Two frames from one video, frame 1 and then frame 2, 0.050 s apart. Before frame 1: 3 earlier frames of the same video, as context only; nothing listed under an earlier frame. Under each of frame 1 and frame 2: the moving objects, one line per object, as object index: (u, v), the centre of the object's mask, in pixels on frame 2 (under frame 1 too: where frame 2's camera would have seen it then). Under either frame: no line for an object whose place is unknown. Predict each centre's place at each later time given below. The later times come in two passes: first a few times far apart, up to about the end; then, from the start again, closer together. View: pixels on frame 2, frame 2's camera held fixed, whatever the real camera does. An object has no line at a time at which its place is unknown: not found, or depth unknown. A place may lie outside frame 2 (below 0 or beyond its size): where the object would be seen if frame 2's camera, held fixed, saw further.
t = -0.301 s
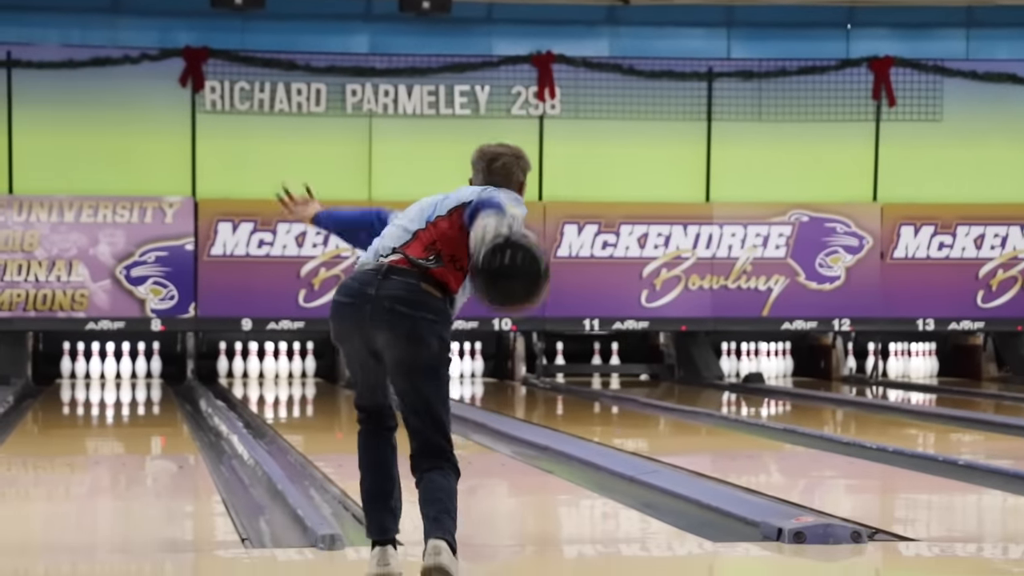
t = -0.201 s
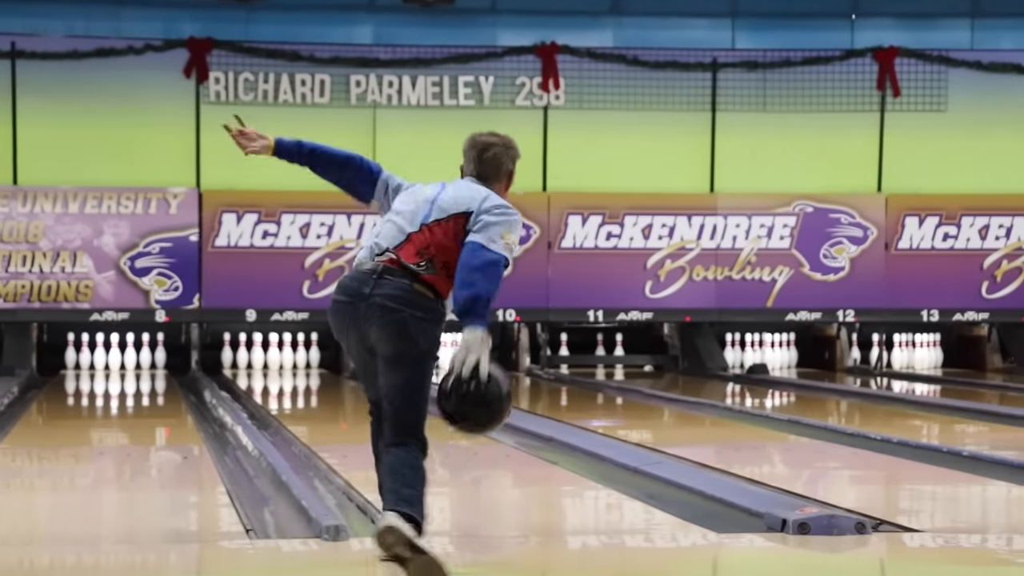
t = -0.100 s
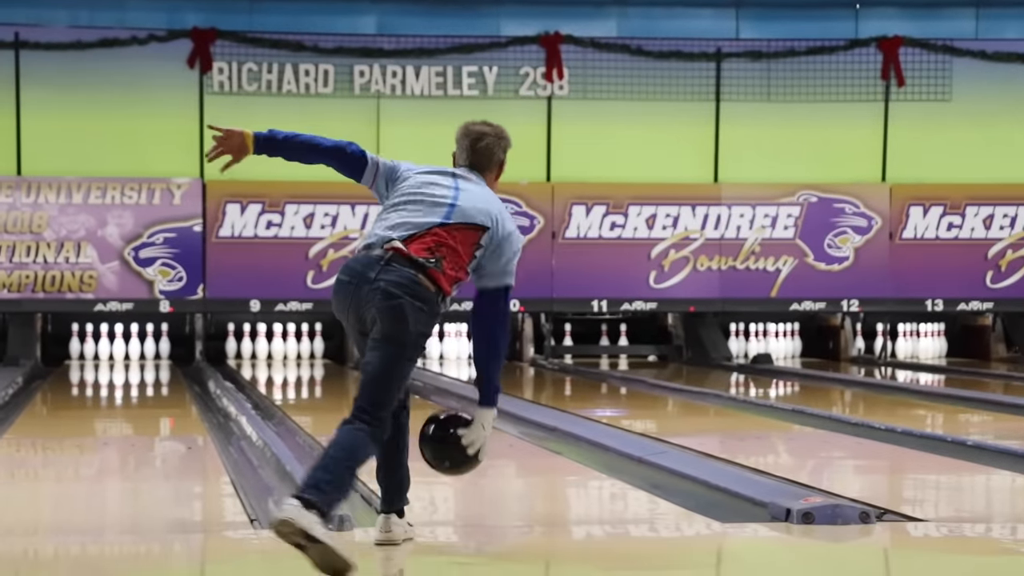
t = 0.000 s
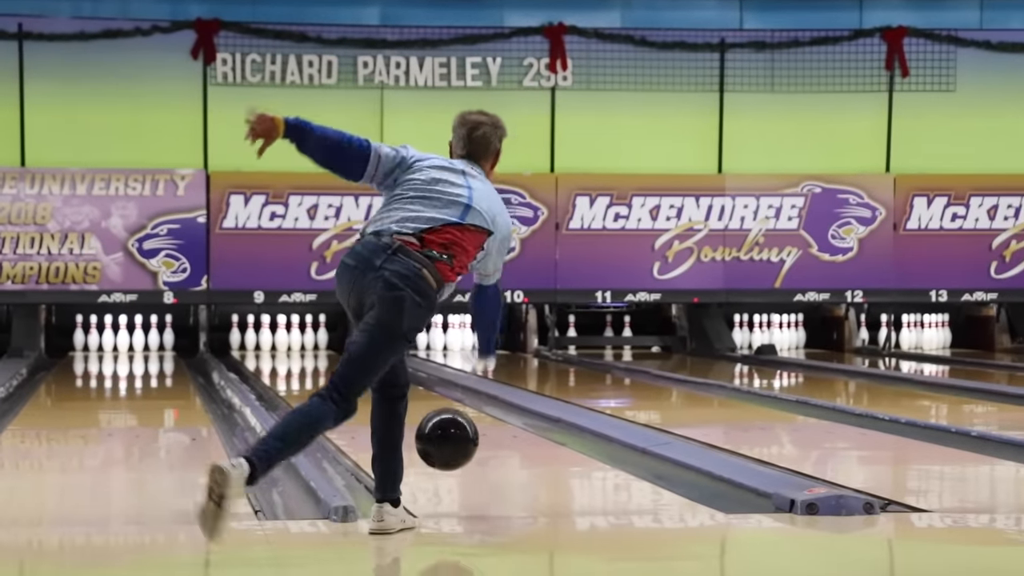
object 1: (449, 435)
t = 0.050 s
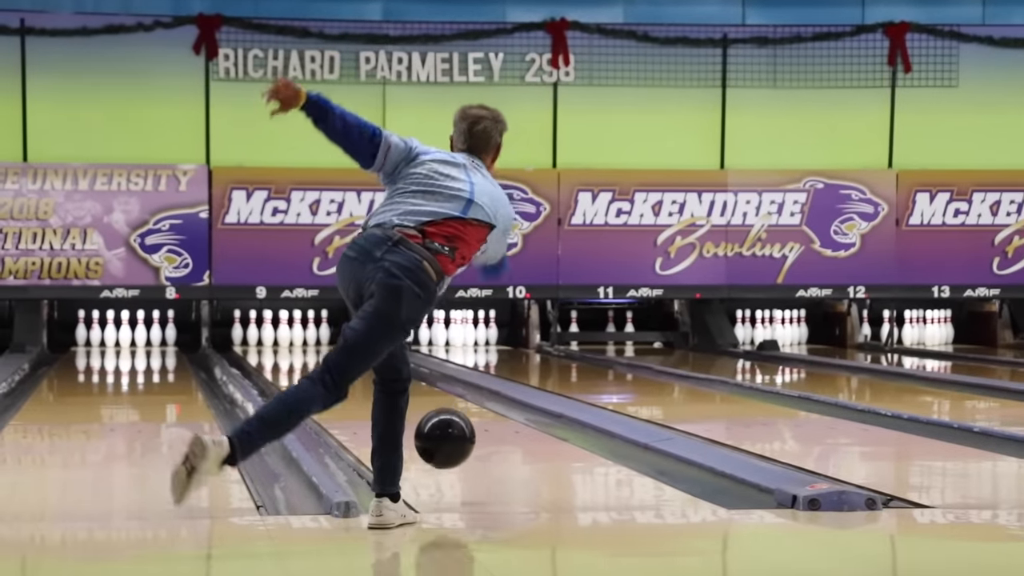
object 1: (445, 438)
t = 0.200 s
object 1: (433, 446)
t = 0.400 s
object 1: (424, 428)
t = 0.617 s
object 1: (420, 410)
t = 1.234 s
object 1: (378, 375)
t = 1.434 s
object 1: (380, 366)
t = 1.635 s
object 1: (373, 360)
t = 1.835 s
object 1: (365, 354)
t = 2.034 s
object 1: (352, 349)
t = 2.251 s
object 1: (336, 347)
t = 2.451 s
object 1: (316, 342)
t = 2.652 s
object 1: (297, 339)
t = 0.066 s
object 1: (444, 441)
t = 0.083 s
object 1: (442, 444)
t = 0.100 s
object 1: (441, 447)
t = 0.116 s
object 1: (439, 452)
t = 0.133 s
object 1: (438, 457)
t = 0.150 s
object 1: (437, 456)
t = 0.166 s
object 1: (435, 452)
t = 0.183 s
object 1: (434, 449)
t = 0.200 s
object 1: (433, 446)
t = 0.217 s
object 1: (432, 444)
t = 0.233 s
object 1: (431, 443)
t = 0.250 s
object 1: (430, 442)
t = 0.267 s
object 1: (429, 442)
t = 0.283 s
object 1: (428, 440)
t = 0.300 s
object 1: (427, 438)
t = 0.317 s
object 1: (427, 436)
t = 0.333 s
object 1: (426, 435)
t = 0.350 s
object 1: (425, 433)
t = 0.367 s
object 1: (425, 431)
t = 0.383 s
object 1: (424, 429)
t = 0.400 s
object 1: (424, 428)
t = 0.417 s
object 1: (423, 426)
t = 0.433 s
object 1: (422, 424)
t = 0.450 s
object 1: (422, 423)
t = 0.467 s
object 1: (421, 422)
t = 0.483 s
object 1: (421, 420)
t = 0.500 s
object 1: (421, 419)
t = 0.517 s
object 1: (420, 417)
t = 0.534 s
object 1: (420, 416)
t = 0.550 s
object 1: (420, 415)
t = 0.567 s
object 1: (420, 414)
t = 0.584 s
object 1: (420, 412)
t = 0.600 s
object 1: (420, 412)
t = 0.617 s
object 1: (420, 410)
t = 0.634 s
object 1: (420, 409)
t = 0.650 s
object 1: (420, 408)
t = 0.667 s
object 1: (420, 407)
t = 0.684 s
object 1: (420, 405)
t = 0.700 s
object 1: (419, 404)
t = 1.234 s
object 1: (378, 375)
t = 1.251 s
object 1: (378, 375)
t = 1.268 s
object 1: (378, 374)
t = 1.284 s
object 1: (378, 374)
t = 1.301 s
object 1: (378, 373)
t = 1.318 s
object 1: (379, 372)
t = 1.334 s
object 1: (379, 371)
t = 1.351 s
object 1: (379, 369)
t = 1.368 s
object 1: (379, 368)
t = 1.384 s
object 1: (380, 368)
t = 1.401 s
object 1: (380, 367)
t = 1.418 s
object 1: (380, 367)
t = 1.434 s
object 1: (380, 366)
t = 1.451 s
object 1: (380, 366)
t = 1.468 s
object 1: (380, 365)
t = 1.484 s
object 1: (379, 365)
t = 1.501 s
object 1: (378, 364)
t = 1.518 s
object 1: (378, 364)
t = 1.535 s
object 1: (377, 363)
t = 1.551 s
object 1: (377, 363)
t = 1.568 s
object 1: (376, 362)
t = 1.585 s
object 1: (376, 361)
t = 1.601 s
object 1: (375, 361)
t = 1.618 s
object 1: (374, 360)
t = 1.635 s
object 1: (373, 360)
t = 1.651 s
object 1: (372, 360)
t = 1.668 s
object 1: (372, 359)
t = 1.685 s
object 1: (371, 359)
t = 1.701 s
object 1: (371, 358)
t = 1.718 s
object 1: (369, 357)
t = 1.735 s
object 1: (369, 357)
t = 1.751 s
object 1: (368, 356)
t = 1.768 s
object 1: (367, 356)
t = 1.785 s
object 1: (367, 356)
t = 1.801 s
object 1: (366, 355)
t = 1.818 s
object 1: (365, 355)
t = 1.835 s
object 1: (365, 354)
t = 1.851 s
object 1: (363, 354)
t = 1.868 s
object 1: (363, 353)
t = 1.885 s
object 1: (361, 353)
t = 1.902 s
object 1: (361, 353)
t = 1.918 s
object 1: (359, 352)
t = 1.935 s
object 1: (358, 351)
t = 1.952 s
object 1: (357, 351)
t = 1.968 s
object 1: (356, 351)
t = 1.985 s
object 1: (355, 350)
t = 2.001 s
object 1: (354, 350)
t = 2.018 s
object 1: (353, 350)
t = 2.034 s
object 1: (352, 349)
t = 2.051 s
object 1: (351, 349)
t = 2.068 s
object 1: (350, 349)
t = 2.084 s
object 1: (349, 349)
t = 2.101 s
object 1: (347, 349)
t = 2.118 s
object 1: (346, 351)
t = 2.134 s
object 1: (345, 350)
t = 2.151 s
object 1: (343, 350)
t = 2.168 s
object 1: (342, 350)
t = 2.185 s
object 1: (341, 349)
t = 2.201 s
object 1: (342, 349)
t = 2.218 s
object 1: (339, 348)
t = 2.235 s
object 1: (337, 348)
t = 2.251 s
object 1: (336, 347)
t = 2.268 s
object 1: (335, 345)
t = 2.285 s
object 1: (332, 345)
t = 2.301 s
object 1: (332, 344)
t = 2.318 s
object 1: (329, 344)
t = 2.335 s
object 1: (327, 344)
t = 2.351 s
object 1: (324, 344)
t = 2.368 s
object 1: (323, 344)
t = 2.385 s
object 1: (321, 344)
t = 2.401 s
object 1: (320, 343)
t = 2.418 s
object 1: (319, 343)
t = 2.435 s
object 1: (317, 343)
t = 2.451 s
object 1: (316, 342)
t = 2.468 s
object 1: (314, 342)
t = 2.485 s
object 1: (313, 342)
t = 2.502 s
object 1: (310, 341)
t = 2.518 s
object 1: (309, 341)
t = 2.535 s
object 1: (308, 341)
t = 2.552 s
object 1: (307, 341)
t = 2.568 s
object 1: (305, 341)
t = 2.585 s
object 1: (303, 340)
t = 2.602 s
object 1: (301, 340)
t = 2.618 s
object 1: (300, 339)
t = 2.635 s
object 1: (299, 339)
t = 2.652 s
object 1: (297, 339)
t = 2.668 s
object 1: (295, 339)
